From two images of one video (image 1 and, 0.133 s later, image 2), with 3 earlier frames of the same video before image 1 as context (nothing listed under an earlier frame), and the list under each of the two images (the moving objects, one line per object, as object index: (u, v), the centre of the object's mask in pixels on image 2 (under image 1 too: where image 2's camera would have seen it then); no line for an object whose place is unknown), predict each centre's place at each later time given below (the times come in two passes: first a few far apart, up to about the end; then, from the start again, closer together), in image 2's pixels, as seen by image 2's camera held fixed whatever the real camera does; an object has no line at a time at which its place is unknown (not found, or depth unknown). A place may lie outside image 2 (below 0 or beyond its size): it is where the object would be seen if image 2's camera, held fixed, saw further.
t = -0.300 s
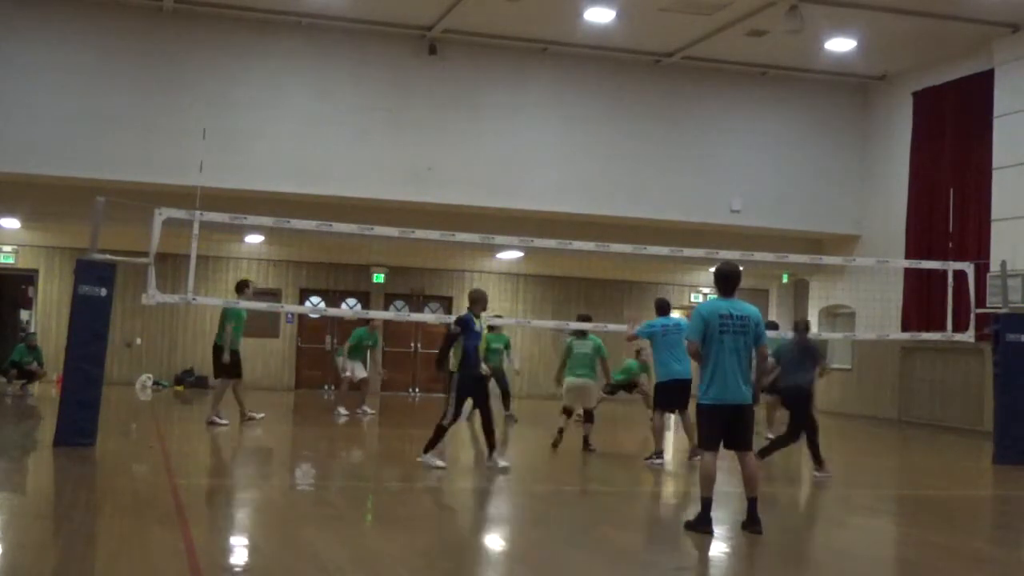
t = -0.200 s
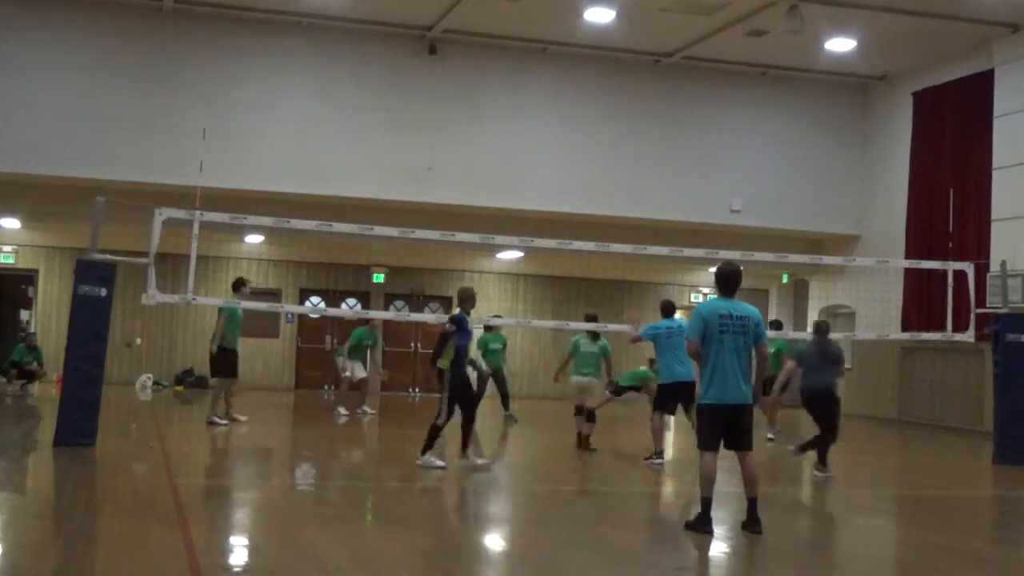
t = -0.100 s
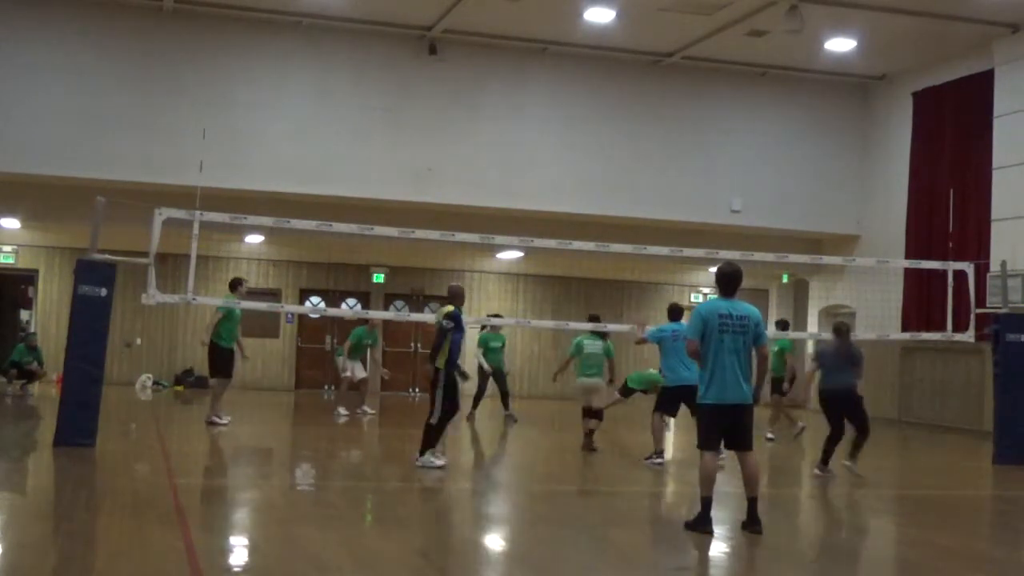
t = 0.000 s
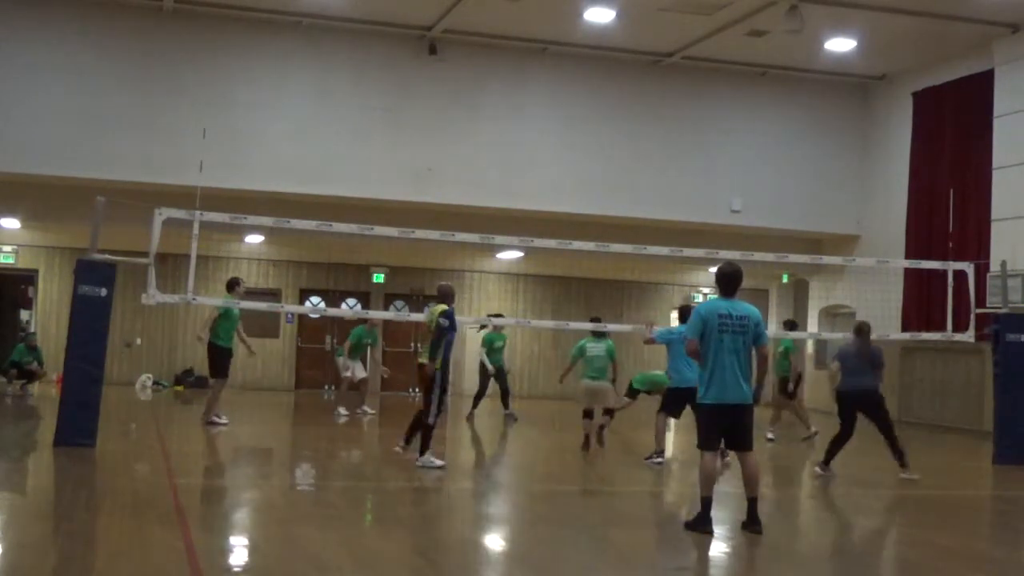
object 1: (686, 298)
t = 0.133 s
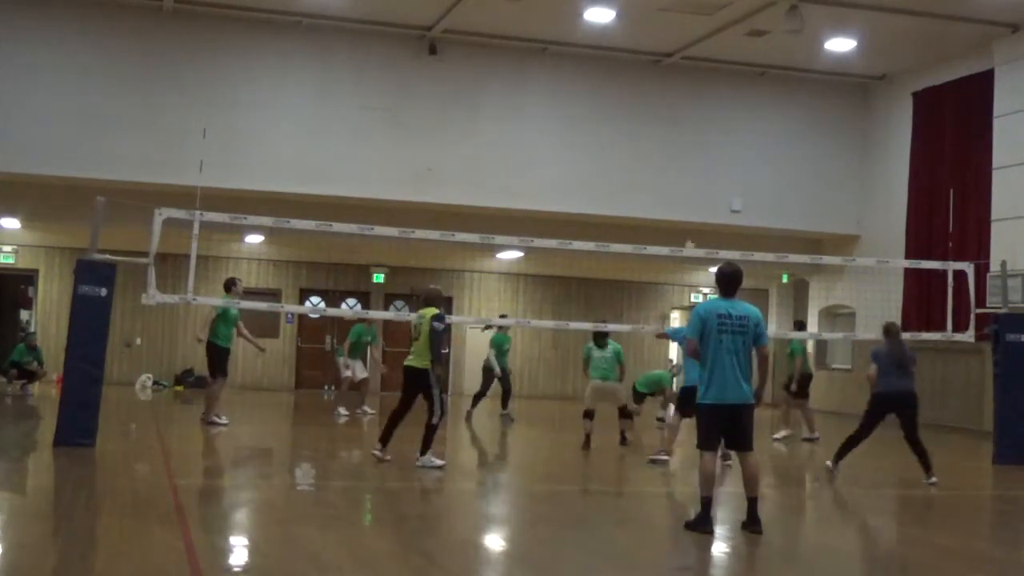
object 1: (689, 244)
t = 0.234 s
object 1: (691, 219)
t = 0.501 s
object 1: (692, 161)
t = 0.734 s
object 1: (686, 150)
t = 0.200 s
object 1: (690, 224)
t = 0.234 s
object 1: (691, 219)
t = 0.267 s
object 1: (693, 207)
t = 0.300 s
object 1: (693, 200)
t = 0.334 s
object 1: (693, 190)
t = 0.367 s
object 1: (691, 185)
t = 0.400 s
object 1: (693, 177)
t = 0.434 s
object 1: (692, 171)
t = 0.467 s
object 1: (691, 166)
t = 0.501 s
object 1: (692, 161)
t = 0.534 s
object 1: (691, 157)
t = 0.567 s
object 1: (690, 154)
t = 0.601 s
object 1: (690, 152)
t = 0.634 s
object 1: (690, 150)
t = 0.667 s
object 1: (688, 149)
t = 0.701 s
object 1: (687, 149)
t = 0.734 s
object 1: (686, 150)
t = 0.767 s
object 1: (686, 152)
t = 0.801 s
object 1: (684, 155)
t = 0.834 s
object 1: (683, 157)
